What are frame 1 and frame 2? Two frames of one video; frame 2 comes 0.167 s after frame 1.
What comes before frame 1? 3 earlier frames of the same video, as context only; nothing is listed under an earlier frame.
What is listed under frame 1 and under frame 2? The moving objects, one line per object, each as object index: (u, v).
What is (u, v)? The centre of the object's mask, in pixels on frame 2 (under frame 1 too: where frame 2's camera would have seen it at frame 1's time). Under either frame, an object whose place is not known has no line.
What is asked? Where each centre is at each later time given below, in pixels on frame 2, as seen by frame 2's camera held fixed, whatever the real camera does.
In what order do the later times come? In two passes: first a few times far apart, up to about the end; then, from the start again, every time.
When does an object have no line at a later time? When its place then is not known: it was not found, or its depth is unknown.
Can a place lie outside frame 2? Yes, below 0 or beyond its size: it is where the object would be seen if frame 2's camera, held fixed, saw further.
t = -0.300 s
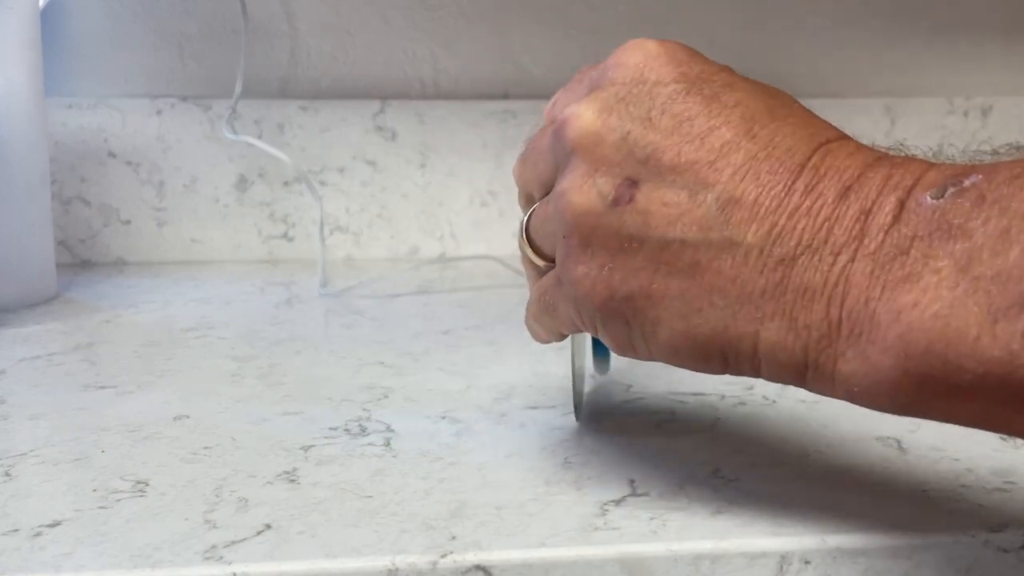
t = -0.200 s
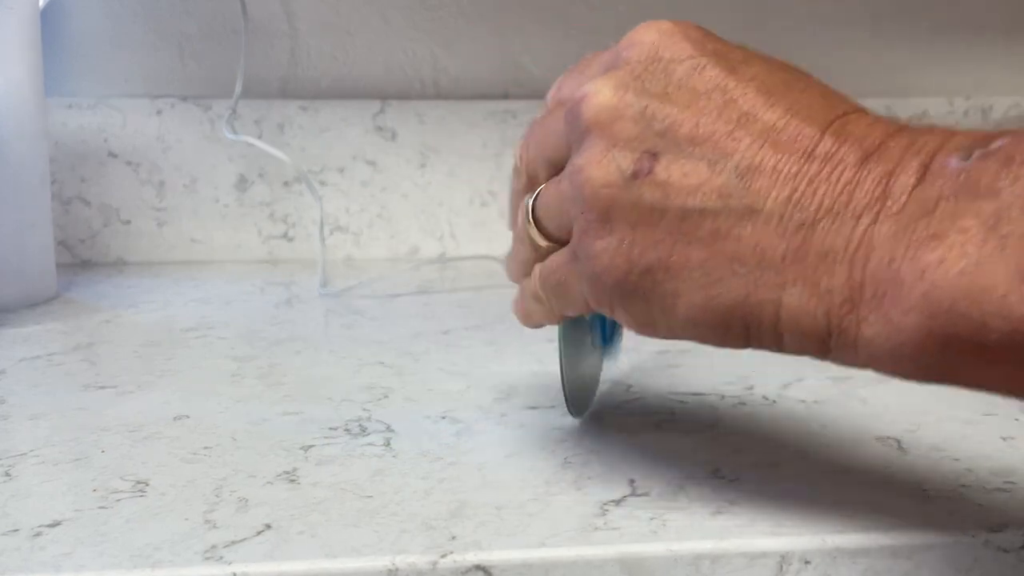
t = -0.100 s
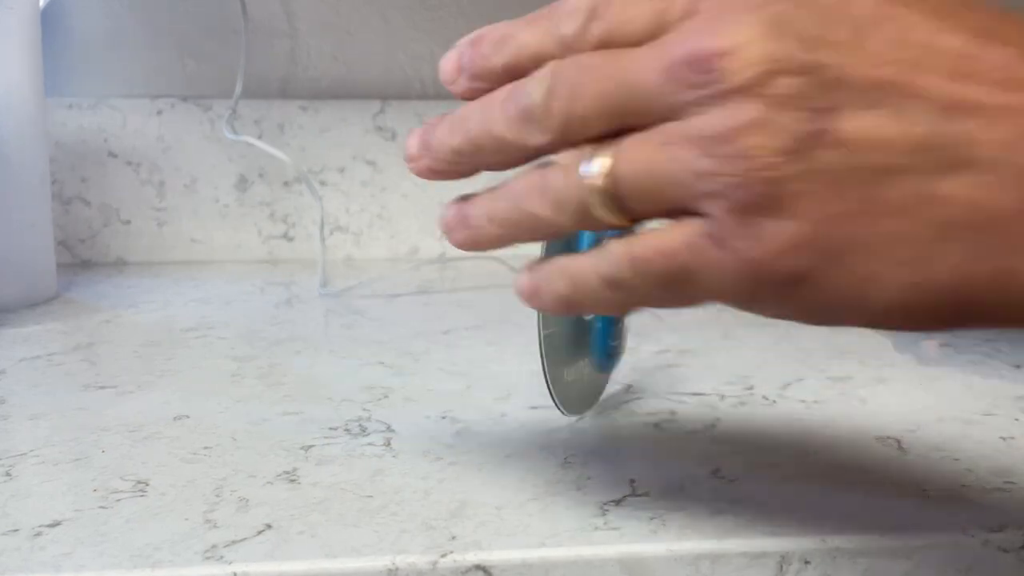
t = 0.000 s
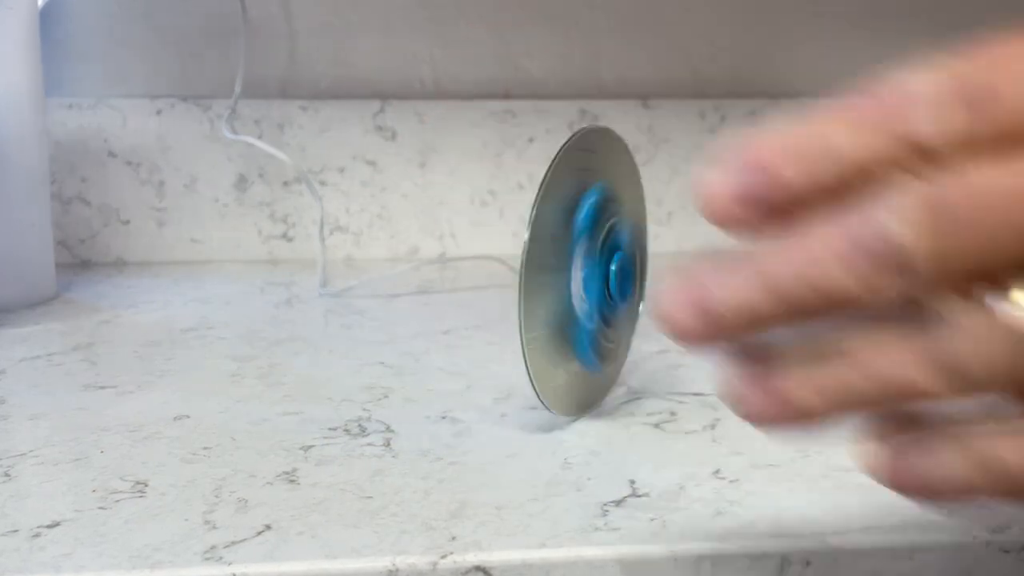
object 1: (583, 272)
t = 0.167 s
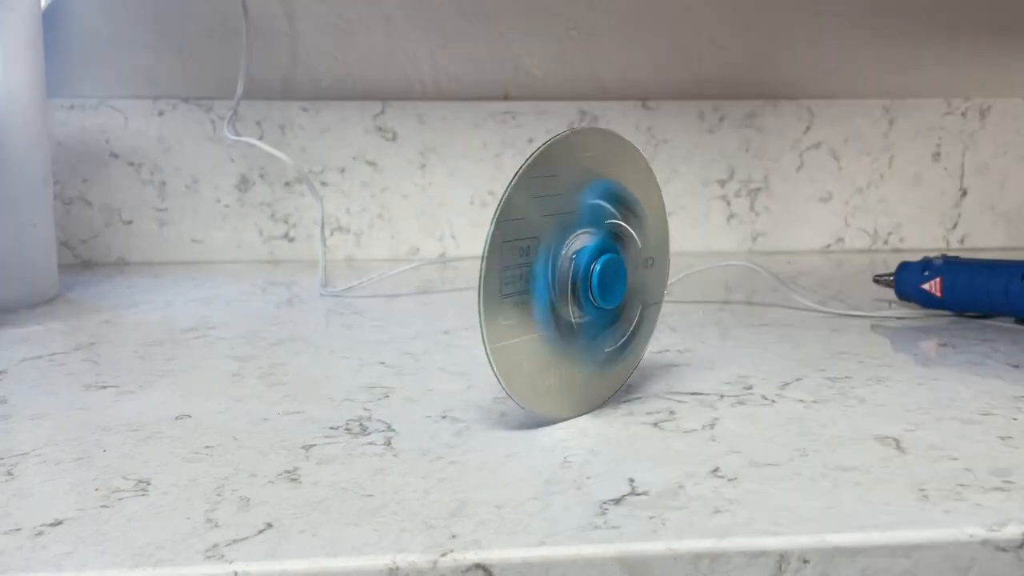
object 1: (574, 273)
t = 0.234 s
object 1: (568, 273)
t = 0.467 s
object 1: (540, 275)
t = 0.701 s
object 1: (499, 277)
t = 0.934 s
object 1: (459, 276)
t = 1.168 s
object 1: (431, 274)
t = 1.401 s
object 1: (408, 280)
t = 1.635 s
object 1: (408, 272)
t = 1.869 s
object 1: (396, 273)
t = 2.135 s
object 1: (371, 276)
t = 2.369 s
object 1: (341, 277)
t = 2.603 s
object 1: (310, 278)
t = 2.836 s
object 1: (289, 277)
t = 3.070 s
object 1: (280, 277)
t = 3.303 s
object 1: (282, 281)
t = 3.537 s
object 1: (265, 282)
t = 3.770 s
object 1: (237, 285)
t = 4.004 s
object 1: (199, 288)
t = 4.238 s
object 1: (159, 290)
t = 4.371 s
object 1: (143, 290)
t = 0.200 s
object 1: (571, 273)
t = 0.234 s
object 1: (568, 273)
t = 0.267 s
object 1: (565, 274)
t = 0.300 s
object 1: (562, 274)
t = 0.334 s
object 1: (558, 274)
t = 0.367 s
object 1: (554, 275)
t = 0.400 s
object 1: (550, 275)
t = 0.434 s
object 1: (545, 275)
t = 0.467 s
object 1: (540, 275)
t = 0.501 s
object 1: (535, 276)
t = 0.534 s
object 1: (529, 276)
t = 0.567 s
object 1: (524, 276)
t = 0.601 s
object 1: (518, 276)
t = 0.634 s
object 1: (511, 277)
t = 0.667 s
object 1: (505, 277)
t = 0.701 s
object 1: (499, 277)
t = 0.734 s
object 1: (493, 277)
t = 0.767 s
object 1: (486, 277)
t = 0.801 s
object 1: (481, 277)
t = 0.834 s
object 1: (475, 276)
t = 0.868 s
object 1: (470, 276)
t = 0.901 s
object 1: (464, 276)
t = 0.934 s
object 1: (459, 276)
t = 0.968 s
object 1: (454, 275)
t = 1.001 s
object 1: (450, 275)
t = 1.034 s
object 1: (445, 274)
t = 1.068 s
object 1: (441, 274)
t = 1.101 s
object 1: (437, 274)
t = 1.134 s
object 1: (434, 274)
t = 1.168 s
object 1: (431, 274)
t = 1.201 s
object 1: (428, 273)
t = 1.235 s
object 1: (425, 274)
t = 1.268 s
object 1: (421, 275)
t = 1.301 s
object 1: (418, 275)
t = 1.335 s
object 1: (414, 276)
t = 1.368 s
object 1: (411, 279)
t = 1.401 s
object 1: (408, 280)
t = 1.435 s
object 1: (404, 284)
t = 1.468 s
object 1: (404, 281)
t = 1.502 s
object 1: (407, 277)
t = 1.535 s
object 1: (407, 273)
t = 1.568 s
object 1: (408, 272)
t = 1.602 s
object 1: (408, 272)
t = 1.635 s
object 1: (408, 272)
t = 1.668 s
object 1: (407, 272)
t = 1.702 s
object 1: (406, 272)
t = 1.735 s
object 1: (404, 272)
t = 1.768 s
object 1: (402, 273)
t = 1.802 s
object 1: (401, 273)
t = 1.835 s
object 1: (399, 273)
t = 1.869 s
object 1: (396, 273)
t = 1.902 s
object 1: (394, 274)
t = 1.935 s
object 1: (391, 274)
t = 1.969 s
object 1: (388, 274)
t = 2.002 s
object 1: (385, 274)
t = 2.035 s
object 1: (382, 274)
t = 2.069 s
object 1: (378, 275)
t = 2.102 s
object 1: (375, 275)
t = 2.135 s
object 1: (371, 276)
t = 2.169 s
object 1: (367, 276)
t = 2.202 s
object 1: (363, 276)
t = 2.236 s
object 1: (359, 277)
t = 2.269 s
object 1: (354, 277)
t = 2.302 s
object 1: (350, 277)
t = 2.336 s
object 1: (345, 277)
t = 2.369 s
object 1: (341, 277)
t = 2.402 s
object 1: (336, 278)
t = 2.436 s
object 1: (331, 278)
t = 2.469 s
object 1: (327, 278)
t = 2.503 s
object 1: (322, 278)
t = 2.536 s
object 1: (317, 278)
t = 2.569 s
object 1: (313, 278)
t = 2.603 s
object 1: (310, 278)
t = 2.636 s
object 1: (306, 278)
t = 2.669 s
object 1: (302, 278)
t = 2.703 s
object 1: (299, 278)
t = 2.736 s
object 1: (296, 278)
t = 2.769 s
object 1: (293, 278)
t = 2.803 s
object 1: (291, 277)
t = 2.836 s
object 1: (289, 277)
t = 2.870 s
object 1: (287, 277)
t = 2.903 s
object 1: (285, 277)
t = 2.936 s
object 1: (284, 277)
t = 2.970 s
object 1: (282, 277)
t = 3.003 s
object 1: (282, 277)
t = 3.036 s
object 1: (281, 277)
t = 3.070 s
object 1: (280, 277)
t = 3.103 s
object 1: (279, 277)
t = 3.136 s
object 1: (279, 277)
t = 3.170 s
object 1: (278, 278)
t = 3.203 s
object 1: (279, 278)
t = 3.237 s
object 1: (281, 277)
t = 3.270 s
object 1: (280, 280)
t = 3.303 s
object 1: (282, 281)
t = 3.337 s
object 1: (285, 282)
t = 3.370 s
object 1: (288, 286)
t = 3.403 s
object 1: (282, 287)
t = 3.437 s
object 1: (277, 284)
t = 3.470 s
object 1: (273, 283)
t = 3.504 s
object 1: (269, 283)
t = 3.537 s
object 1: (265, 282)
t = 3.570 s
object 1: (262, 282)
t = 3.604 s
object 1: (258, 283)
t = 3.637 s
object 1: (254, 283)
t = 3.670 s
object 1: (250, 284)
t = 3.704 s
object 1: (246, 284)
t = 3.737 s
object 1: (242, 285)
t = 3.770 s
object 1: (237, 285)
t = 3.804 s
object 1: (233, 286)
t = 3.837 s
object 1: (228, 286)
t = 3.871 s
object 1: (223, 286)
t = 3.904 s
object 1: (217, 287)
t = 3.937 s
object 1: (211, 288)
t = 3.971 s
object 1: (205, 288)
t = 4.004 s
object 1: (199, 288)
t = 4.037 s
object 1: (194, 289)
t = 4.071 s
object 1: (187, 289)
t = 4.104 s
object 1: (181, 289)
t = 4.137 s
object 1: (175, 289)
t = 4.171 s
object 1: (169, 290)
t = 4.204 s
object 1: (163, 290)
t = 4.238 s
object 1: (159, 290)
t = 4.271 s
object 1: (155, 290)
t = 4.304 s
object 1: (151, 290)
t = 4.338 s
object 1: (147, 290)
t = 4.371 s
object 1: (143, 290)
